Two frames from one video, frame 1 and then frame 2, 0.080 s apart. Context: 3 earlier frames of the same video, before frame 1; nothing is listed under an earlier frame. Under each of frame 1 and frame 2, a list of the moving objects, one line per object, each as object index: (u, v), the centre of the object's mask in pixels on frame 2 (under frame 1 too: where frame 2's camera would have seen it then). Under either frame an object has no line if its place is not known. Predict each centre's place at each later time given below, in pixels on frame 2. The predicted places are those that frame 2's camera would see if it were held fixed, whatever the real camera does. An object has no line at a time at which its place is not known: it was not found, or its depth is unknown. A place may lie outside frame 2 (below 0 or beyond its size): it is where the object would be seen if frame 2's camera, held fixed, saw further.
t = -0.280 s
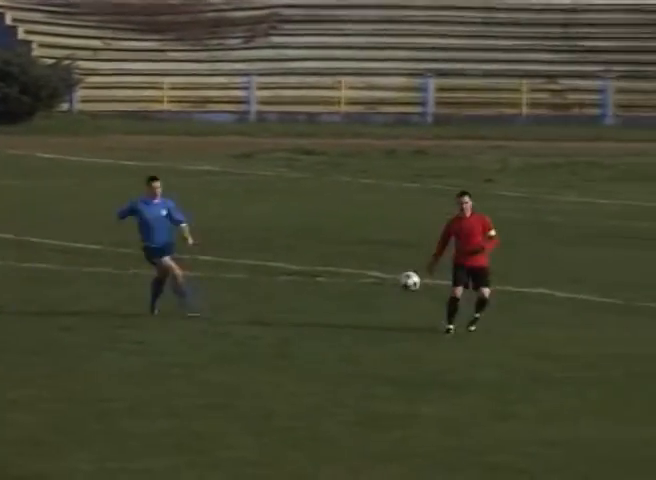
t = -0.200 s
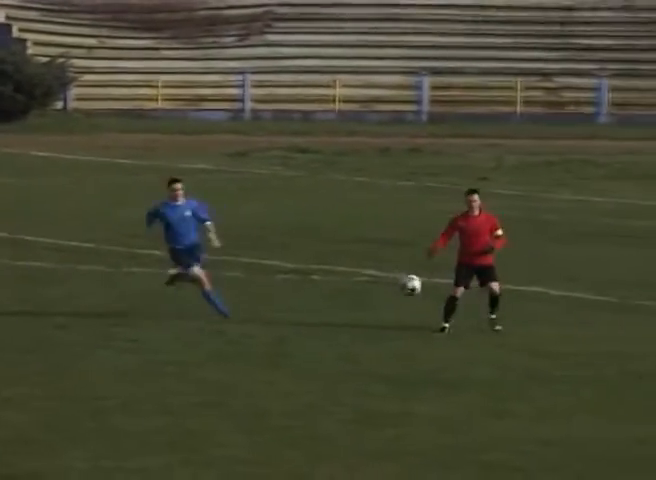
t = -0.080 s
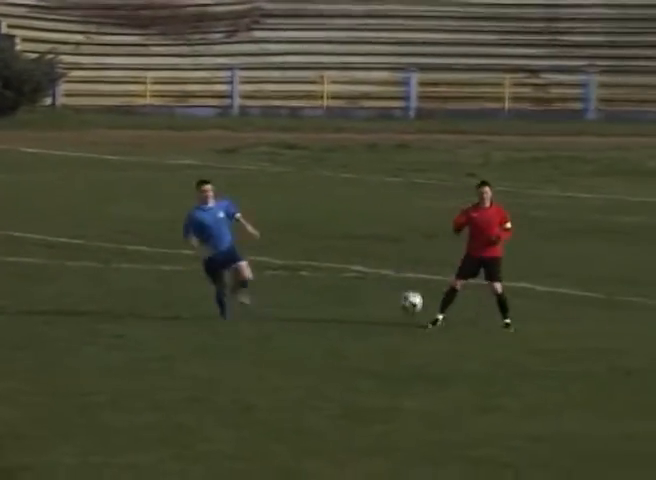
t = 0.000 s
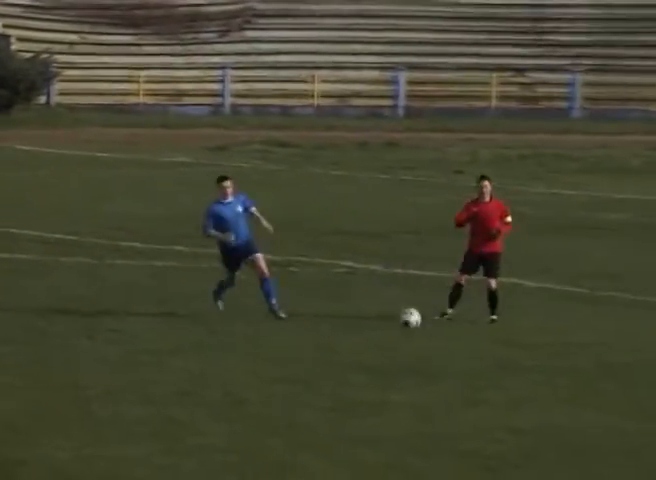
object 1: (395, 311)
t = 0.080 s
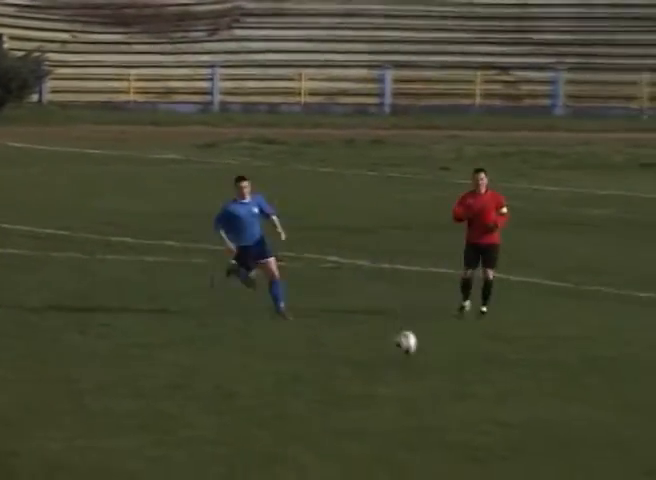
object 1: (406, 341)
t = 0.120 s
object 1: (414, 361)
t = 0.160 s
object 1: (419, 381)
